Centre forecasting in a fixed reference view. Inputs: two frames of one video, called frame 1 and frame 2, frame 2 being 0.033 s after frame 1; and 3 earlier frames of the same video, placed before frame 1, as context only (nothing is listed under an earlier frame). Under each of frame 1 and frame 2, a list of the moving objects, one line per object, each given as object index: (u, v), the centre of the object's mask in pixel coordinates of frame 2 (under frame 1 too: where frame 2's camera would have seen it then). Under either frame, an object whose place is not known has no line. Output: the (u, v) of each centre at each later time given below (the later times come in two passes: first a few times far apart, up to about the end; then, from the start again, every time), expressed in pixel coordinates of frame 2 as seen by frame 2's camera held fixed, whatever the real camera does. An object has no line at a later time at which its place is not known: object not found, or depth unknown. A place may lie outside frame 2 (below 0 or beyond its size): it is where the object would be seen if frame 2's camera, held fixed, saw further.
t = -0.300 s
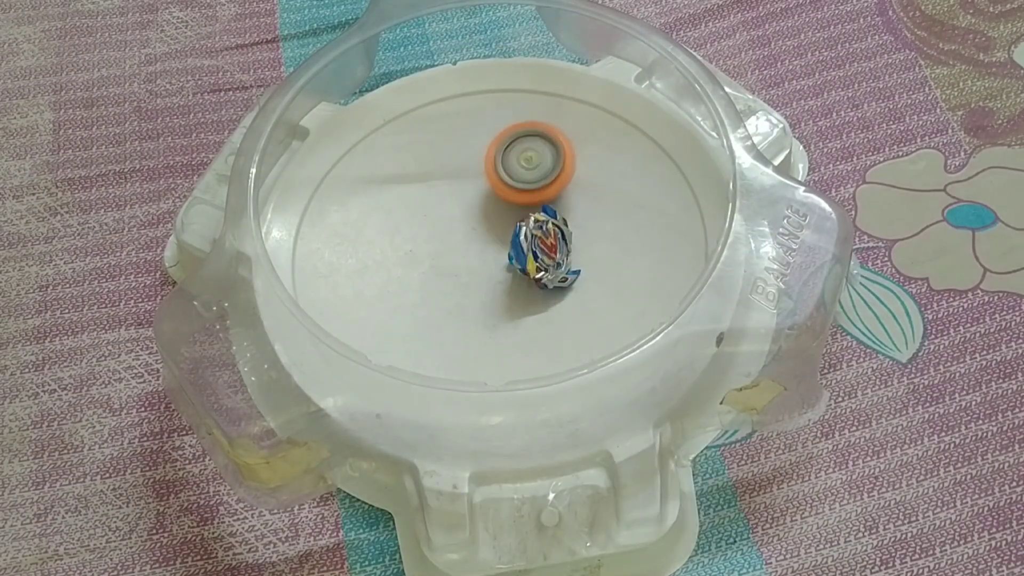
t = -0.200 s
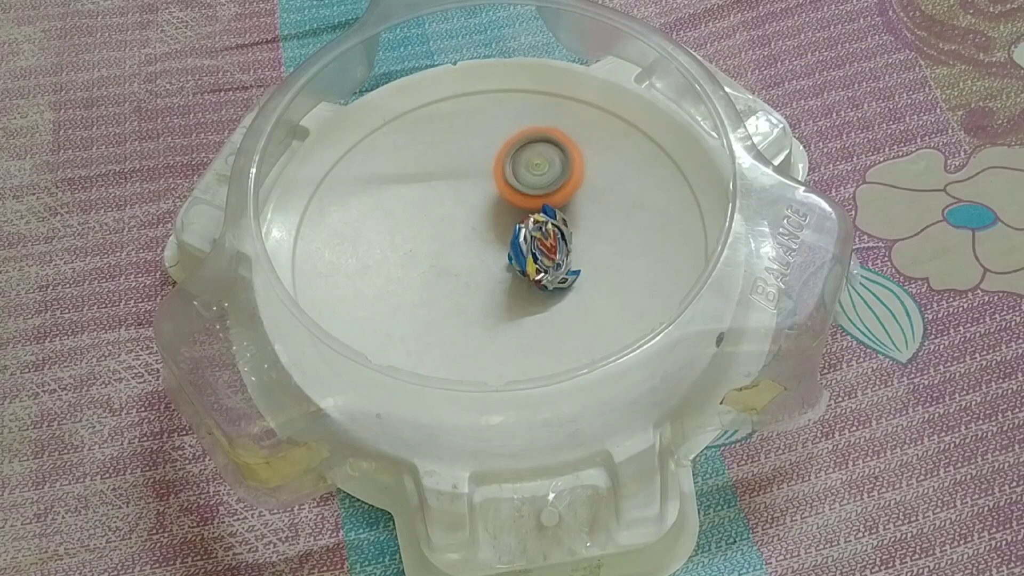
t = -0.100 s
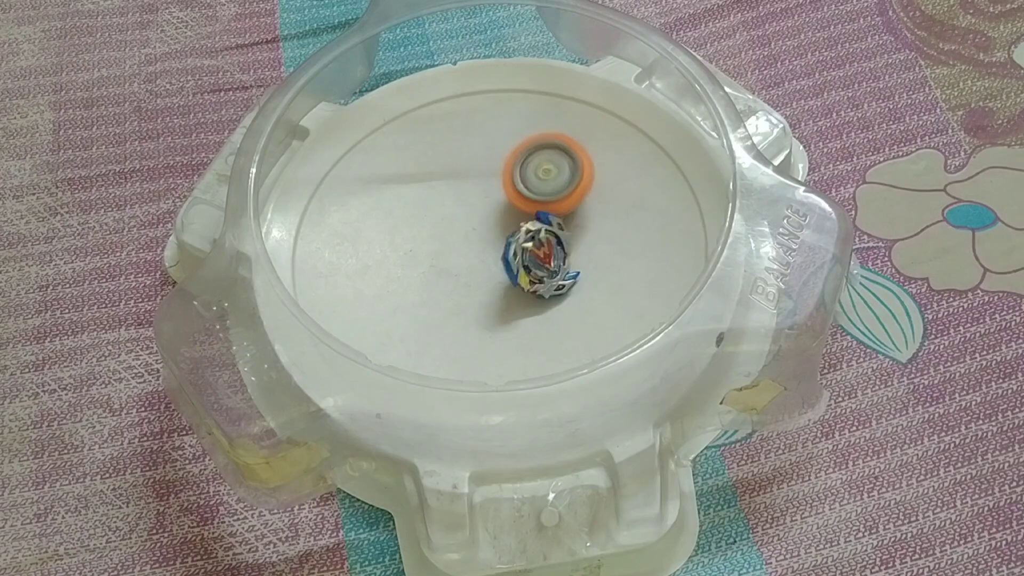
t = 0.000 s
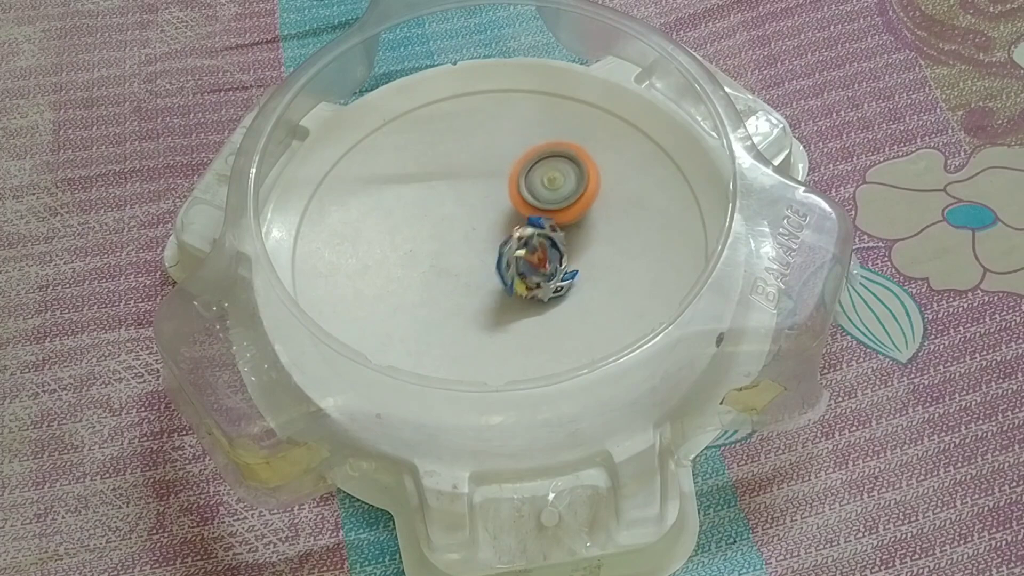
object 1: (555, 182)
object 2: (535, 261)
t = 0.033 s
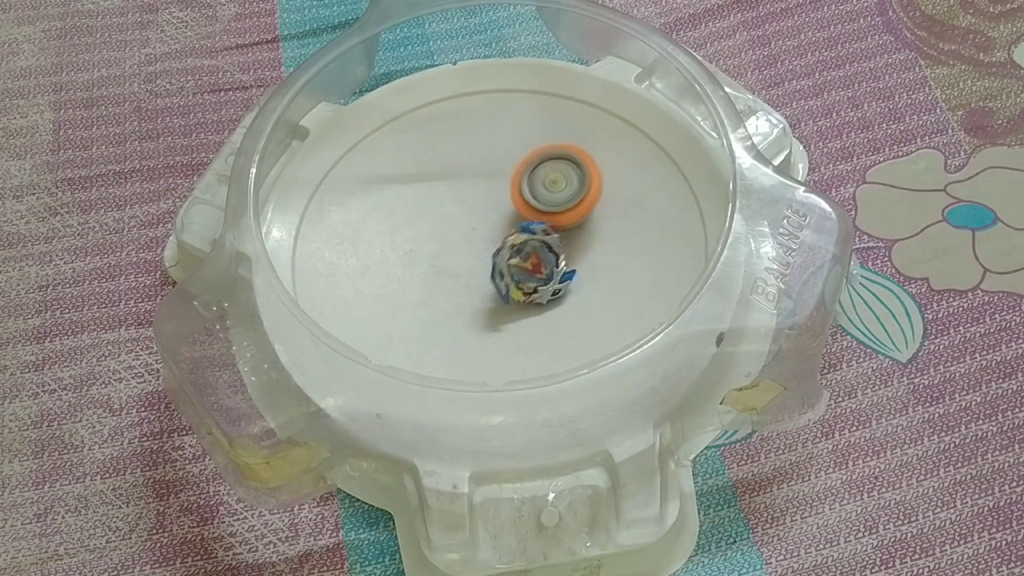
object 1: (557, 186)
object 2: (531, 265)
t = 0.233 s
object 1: (563, 211)
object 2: (505, 274)
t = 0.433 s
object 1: (566, 237)
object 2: (488, 273)
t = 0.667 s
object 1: (569, 266)
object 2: (463, 256)
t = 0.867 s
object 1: (569, 283)
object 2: (471, 237)
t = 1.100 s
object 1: (545, 296)
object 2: (502, 224)
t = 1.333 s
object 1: (510, 298)
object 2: (532, 230)
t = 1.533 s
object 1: (484, 289)
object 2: (541, 238)
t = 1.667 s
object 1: (467, 280)
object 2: (539, 237)
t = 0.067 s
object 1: (558, 189)
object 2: (525, 269)
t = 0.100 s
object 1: (560, 193)
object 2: (519, 271)
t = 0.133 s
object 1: (561, 197)
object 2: (514, 274)
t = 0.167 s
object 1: (562, 201)
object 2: (510, 274)
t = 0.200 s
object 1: (562, 206)
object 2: (507, 274)
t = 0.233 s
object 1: (563, 211)
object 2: (505, 274)
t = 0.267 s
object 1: (565, 215)
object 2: (503, 274)
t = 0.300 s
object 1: (566, 219)
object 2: (502, 274)
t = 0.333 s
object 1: (566, 223)
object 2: (500, 274)
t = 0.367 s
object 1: (566, 227)
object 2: (497, 274)
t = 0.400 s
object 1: (566, 232)
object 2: (491, 274)
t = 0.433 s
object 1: (566, 237)
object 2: (488, 273)
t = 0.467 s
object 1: (566, 241)
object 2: (486, 272)
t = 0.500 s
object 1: (565, 246)
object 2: (483, 271)
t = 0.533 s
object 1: (563, 251)
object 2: (479, 269)
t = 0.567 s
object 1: (563, 257)
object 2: (471, 268)
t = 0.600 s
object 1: (564, 261)
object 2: (464, 265)
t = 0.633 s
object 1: (566, 263)
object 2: (462, 260)
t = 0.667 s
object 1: (569, 266)
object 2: (463, 256)
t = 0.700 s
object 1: (570, 269)
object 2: (463, 253)
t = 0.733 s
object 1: (571, 272)
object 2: (464, 249)
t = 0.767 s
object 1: (572, 274)
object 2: (465, 245)
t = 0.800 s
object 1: (571, 277)
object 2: (467, 242)
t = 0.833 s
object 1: (570, 280)
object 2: (469, 240)
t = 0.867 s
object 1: (569, 283)
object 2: (471, 237)
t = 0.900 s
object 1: (567, 285)
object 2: (473, 235)
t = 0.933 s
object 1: (564, 288)
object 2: (476, 233)
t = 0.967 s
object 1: (561, 290)
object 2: (480, 230)
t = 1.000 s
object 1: (557, 292)
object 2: (484, 228)
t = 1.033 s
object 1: (554, 294)
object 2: (490, 226)
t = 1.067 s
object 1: (550, 295)
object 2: (496, 225)
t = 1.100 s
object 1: (545, 296)
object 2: (502, 224)
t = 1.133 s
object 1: (541, 297)
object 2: (508, 224)
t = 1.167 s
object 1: (536, 297)
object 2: (512, 225)
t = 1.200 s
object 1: (530, 298)
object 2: (517, 225)
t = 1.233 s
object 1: (526, 299)
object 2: (523, 227)
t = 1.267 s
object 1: (521, 299)
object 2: (527, 228)
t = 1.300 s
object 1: (515, 299)
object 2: (530, 229)
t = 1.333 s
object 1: (510, 298)
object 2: (532, 230)
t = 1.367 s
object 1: (506, 297)
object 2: (533, 230)
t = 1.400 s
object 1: (501, 296)
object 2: (535, 231)
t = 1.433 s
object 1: (496, 295)
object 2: (536, 232)
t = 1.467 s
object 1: (492, 293)
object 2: (538, 234)
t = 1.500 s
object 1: (488, 291)
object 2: (540, 236)
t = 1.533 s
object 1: (484, 289)
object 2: (541, 238)
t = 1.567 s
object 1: (479, 287)
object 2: (541, 238)
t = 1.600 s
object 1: (475, 285)
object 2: (540, 238)
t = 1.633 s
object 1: (471, 283)
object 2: (540, 237)
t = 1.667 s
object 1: (467, 280)
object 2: (539, 237)
